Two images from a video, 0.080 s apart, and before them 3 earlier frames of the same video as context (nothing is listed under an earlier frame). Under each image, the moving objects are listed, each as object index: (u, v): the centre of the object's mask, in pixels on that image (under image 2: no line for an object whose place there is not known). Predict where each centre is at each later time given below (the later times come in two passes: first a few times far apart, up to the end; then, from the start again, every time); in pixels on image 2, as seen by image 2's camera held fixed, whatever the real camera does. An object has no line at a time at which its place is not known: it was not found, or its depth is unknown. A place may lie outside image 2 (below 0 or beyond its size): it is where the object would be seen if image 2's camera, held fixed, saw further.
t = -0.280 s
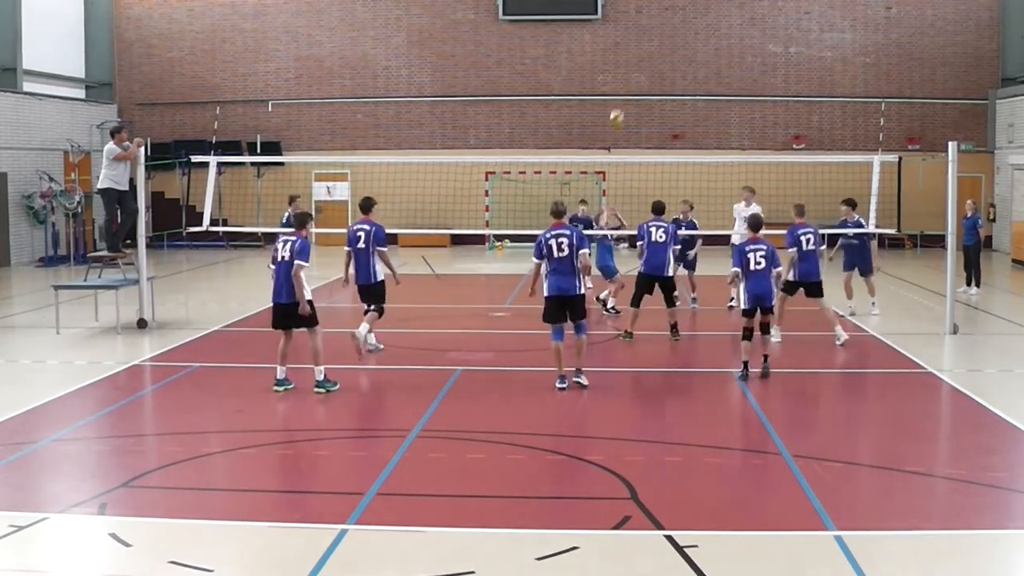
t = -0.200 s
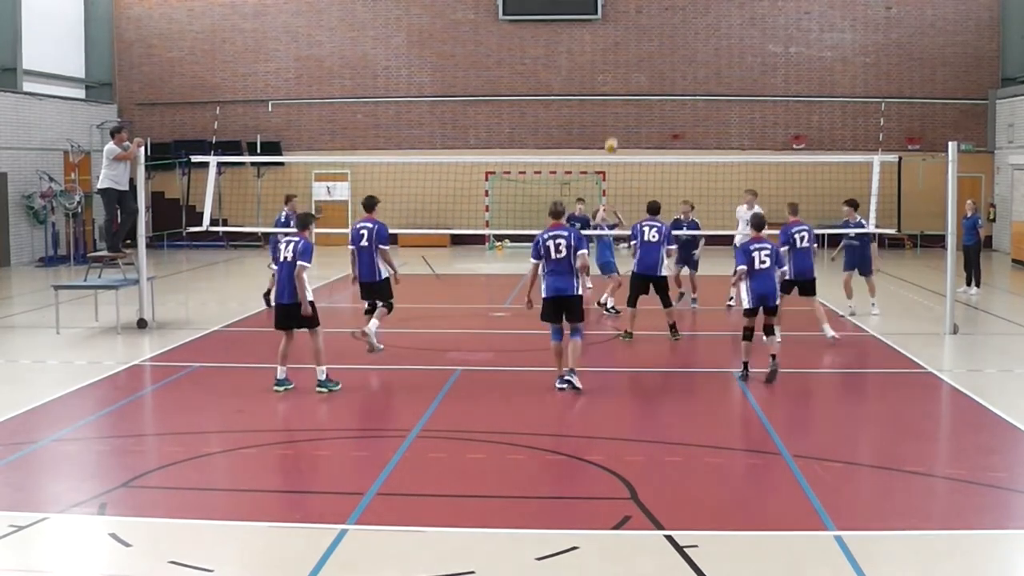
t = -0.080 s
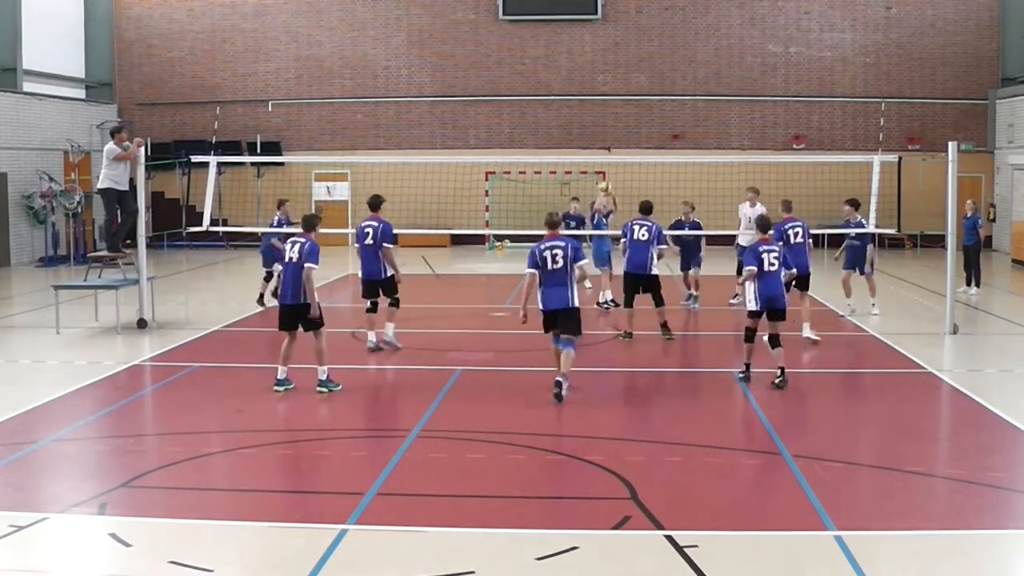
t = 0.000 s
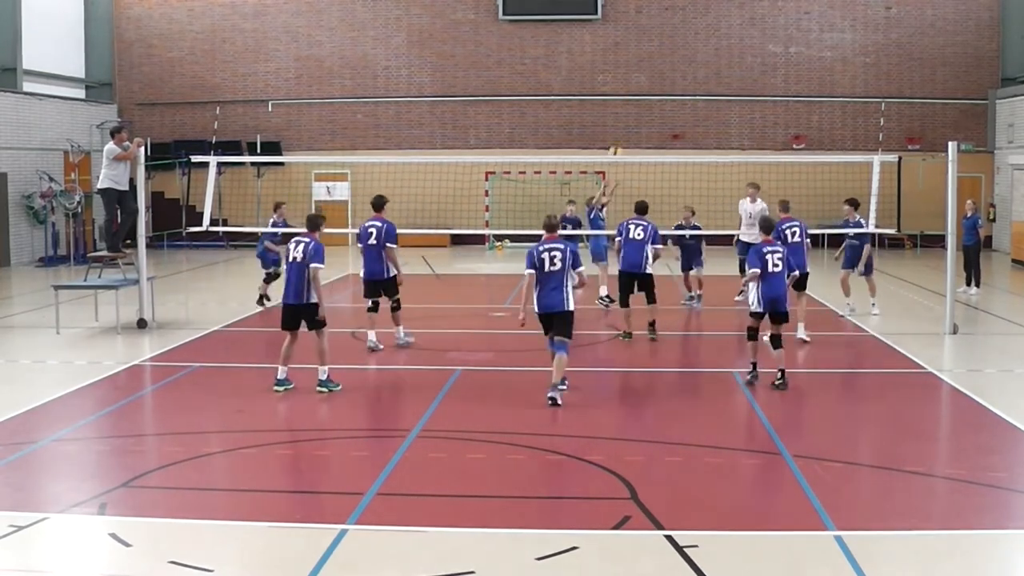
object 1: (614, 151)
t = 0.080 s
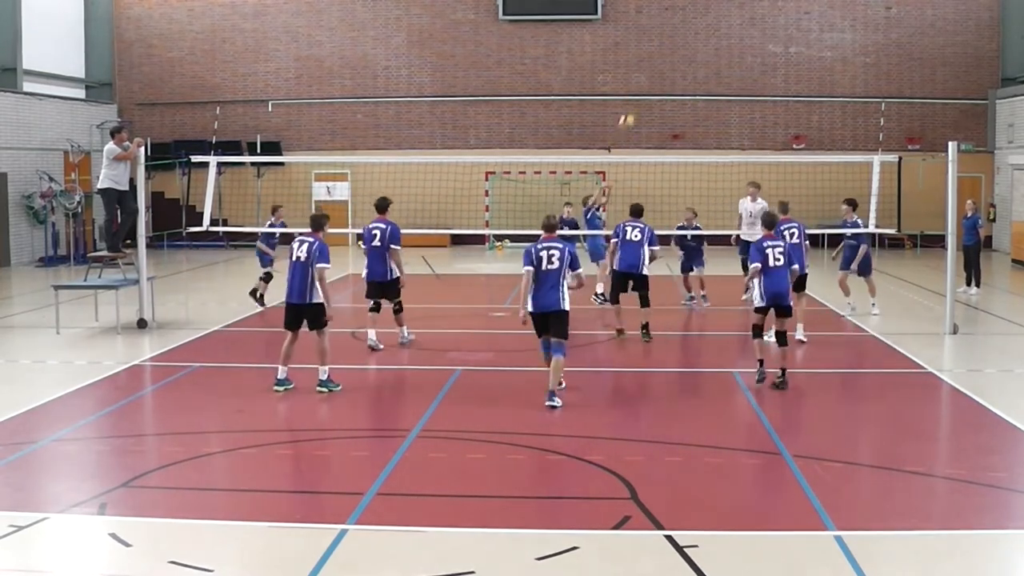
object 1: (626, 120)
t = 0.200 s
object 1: (644, 79)
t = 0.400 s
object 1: (671, 32)
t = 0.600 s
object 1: (698, 10)
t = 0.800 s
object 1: (726, 15)
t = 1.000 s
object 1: (753, 46)
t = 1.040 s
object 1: (758, 55)
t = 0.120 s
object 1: (632, 105)
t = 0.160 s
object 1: (638, 93)
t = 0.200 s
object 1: (644, 79)
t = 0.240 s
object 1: (649, 68)
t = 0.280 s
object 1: (655, 57)
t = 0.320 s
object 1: (660, 48)
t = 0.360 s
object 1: (666, 39)
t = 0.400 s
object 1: (671, 32)
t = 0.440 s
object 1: (676, 26)
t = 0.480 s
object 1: (682, 21)
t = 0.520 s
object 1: (688, 16)
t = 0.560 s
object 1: (693, 12)
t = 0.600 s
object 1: (698, 10)
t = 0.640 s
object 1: (704, 8)
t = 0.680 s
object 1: (709, 8)
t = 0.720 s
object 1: (714, 9)
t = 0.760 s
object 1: (720, 11)
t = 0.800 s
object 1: (726, 15)
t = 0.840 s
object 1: (731, 19)
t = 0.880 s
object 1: (737, 24)
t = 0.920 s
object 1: (742, 30)
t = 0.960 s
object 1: (748, 37)
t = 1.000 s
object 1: (753, 46)
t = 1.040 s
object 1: (758, 55)
